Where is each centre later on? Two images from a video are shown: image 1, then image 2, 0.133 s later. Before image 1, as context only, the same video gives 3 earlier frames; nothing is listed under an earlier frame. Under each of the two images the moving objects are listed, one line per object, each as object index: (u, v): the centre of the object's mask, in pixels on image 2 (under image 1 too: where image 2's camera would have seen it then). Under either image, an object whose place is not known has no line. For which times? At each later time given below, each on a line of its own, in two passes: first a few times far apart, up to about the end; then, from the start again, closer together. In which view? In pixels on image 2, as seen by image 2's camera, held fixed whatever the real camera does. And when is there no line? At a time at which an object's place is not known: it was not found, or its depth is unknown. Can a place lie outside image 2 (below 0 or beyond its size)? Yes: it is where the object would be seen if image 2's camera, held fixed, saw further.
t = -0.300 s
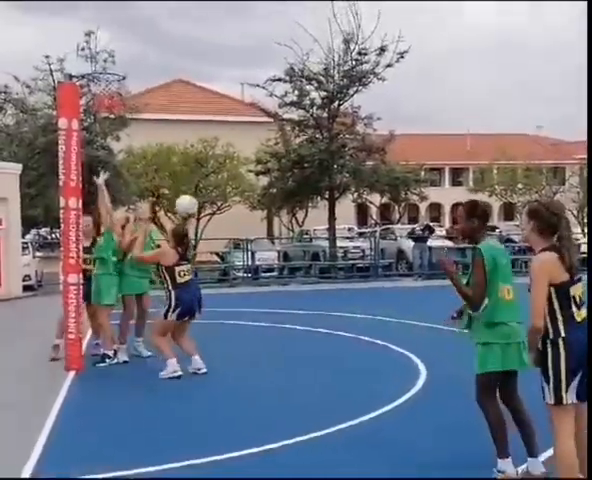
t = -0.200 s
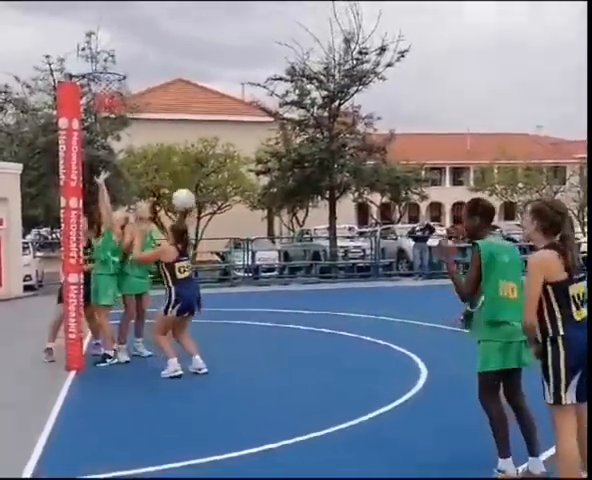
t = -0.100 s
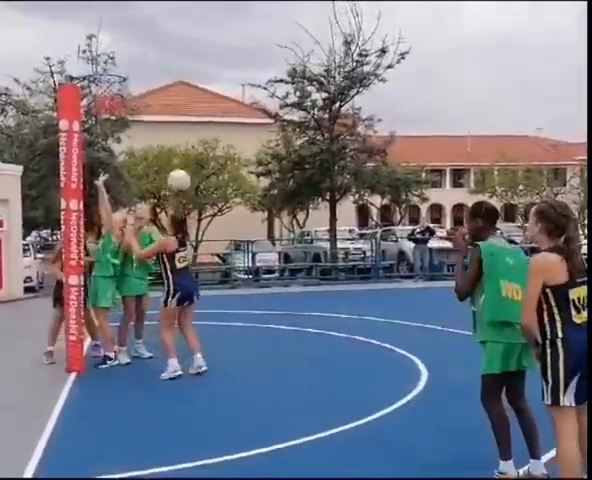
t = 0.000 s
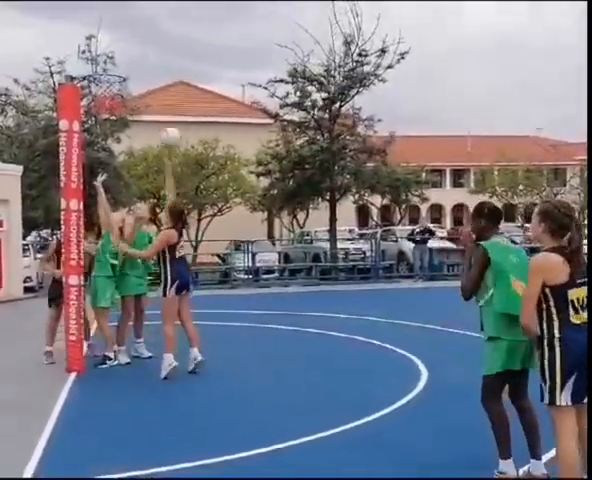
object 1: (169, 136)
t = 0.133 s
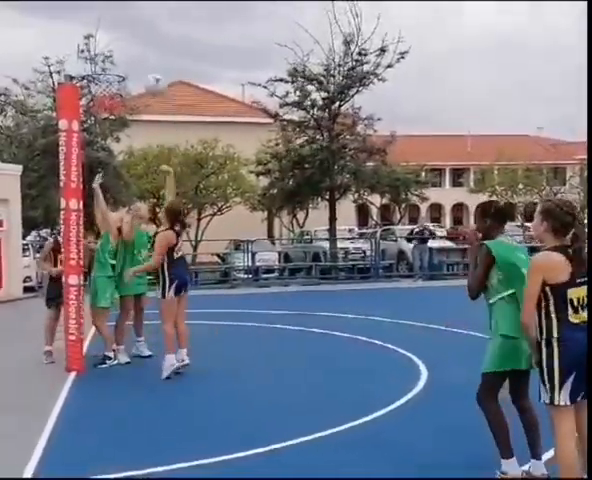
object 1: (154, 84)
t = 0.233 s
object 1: (145, 57)
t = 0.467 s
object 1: (123, 34)
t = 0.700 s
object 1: (104, 66)
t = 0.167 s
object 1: (151, 75)
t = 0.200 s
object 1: (148, 65)
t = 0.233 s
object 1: (145, 57)
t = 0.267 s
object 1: (142, 50)
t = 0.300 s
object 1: (140, 45)
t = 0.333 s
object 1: (136, 40)
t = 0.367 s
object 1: (133, 37)
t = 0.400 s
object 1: (129, 34)
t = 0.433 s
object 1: (126, 34)
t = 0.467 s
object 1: (123, 34)
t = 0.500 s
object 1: (121, 35)
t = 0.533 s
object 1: (118, 37)
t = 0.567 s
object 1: (115, 40)
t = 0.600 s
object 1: (112, 44)
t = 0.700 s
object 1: (104, 66)
